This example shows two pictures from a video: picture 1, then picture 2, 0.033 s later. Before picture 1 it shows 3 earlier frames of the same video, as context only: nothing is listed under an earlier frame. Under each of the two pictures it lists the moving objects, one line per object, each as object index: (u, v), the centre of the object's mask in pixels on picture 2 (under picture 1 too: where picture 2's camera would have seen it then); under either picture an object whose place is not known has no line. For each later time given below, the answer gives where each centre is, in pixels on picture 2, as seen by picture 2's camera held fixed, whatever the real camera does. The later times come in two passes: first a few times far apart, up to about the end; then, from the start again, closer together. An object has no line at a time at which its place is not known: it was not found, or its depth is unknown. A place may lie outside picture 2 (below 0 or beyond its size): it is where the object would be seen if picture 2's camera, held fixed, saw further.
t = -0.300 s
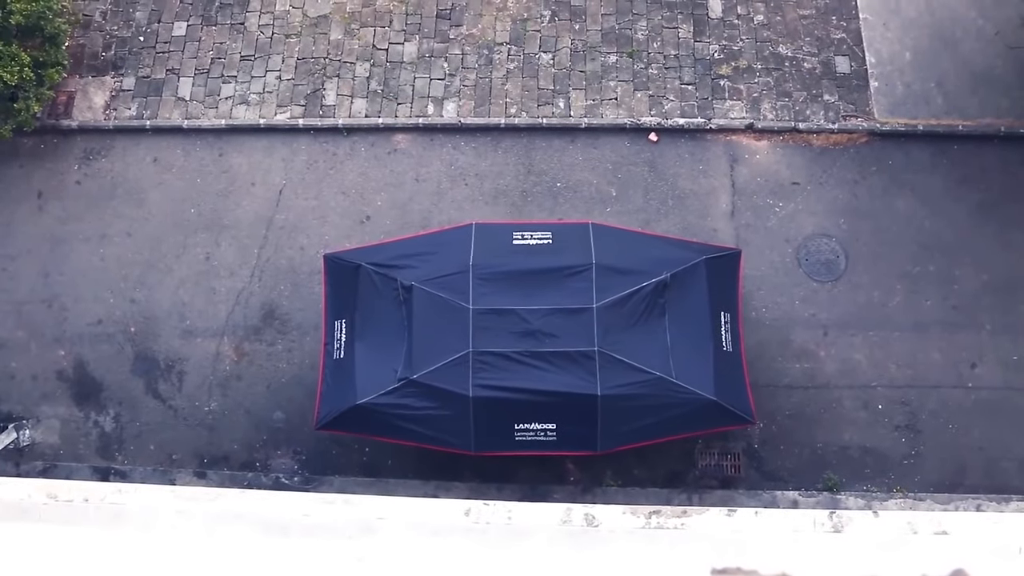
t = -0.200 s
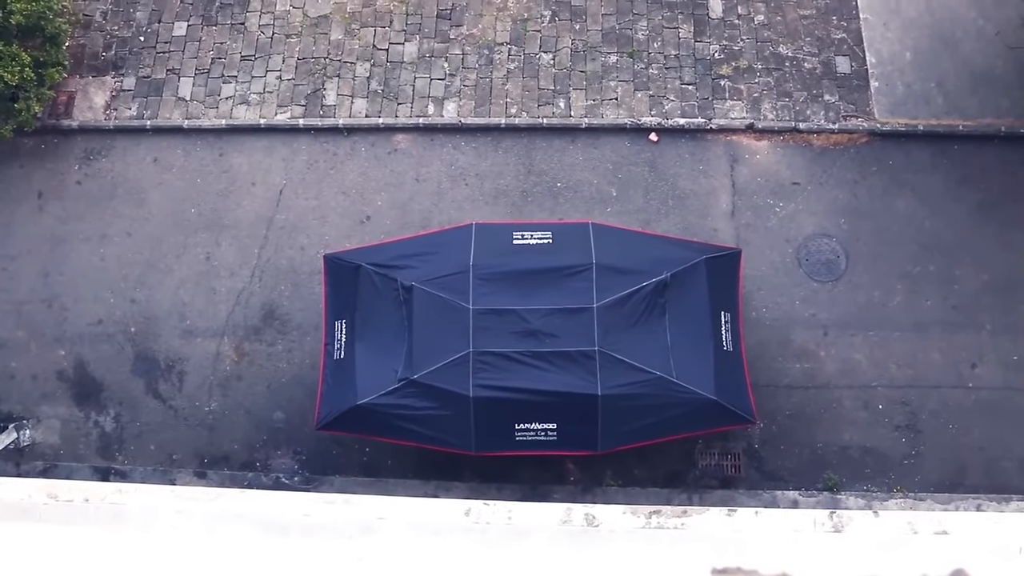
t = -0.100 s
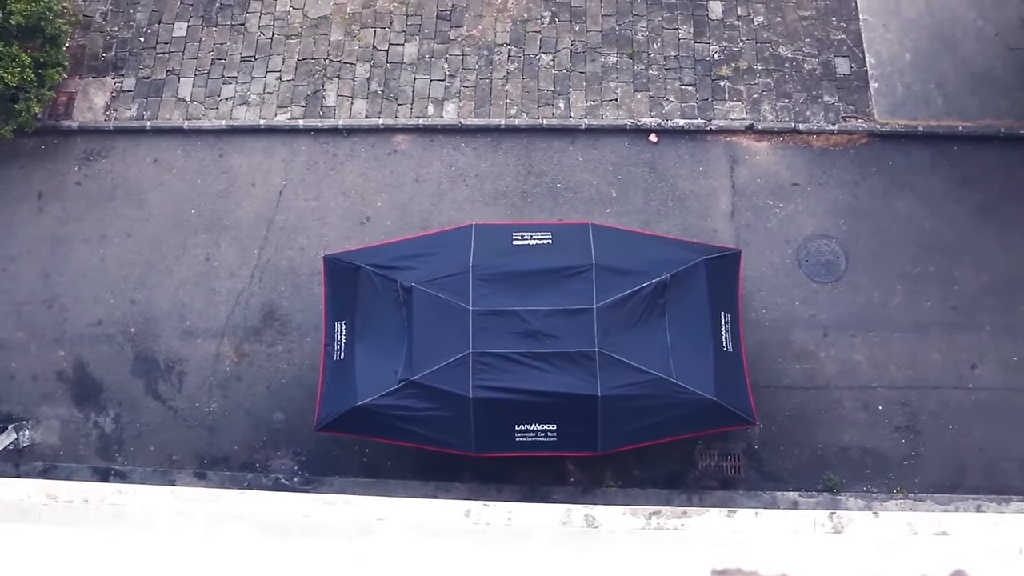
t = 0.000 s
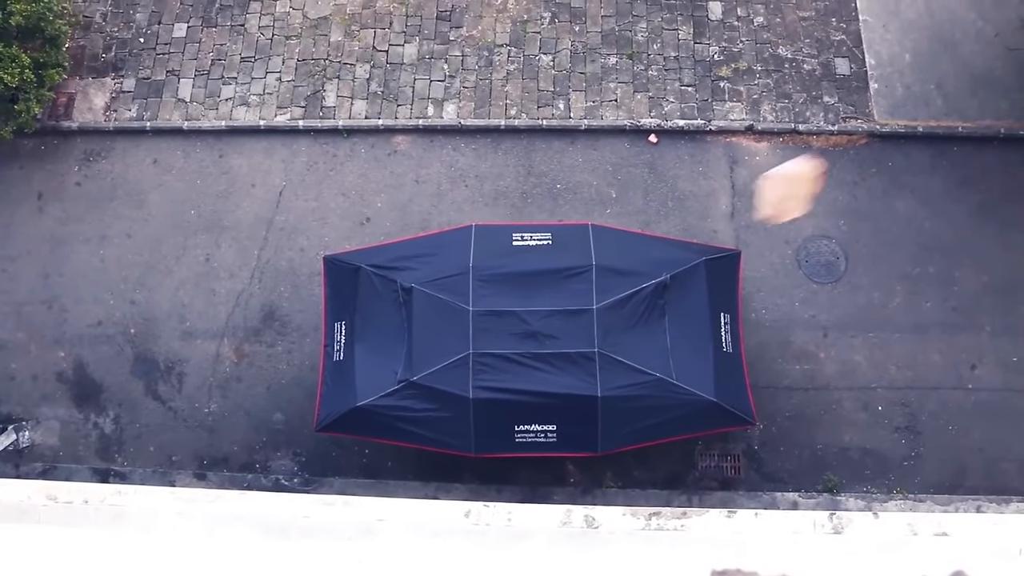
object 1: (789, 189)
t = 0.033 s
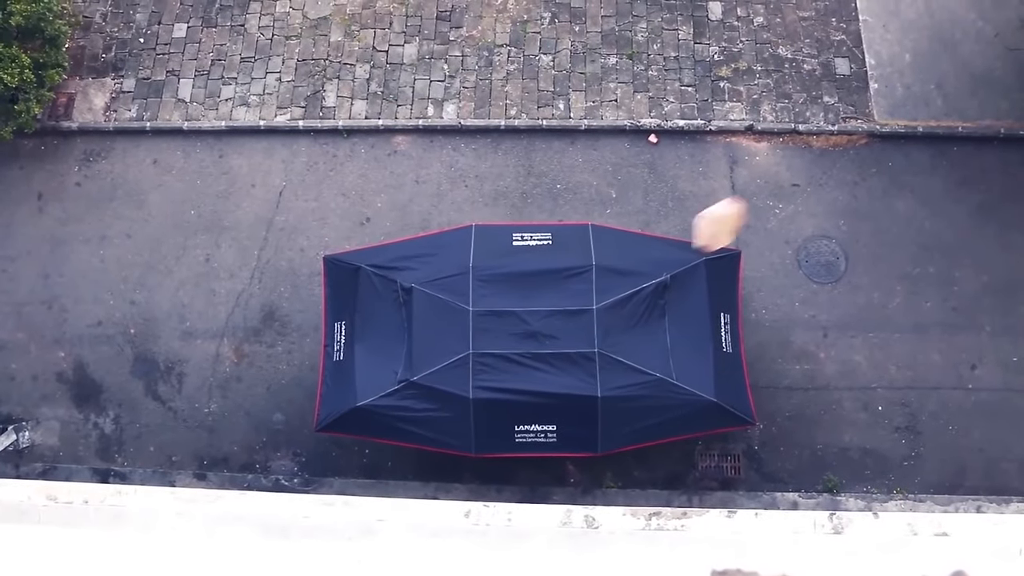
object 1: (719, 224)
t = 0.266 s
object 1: (559, 346)
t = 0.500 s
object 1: (539, 373)
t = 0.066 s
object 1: (671, 252)
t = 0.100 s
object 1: (637, 274)
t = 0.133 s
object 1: (611, 294)
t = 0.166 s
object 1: (593, 310)
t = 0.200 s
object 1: (578, 324)
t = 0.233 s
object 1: (568, 336)
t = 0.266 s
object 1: (559, 346)
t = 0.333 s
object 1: (547, 363)
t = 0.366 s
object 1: (545, 368)
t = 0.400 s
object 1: (542, 363)
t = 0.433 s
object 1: (540, 364)
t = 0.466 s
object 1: (539, 368)
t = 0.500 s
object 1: (539, 373)
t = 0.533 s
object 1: (538, 378)
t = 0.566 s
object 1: (538, 385)
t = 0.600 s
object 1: (537, 392)
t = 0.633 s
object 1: (537, 400)
